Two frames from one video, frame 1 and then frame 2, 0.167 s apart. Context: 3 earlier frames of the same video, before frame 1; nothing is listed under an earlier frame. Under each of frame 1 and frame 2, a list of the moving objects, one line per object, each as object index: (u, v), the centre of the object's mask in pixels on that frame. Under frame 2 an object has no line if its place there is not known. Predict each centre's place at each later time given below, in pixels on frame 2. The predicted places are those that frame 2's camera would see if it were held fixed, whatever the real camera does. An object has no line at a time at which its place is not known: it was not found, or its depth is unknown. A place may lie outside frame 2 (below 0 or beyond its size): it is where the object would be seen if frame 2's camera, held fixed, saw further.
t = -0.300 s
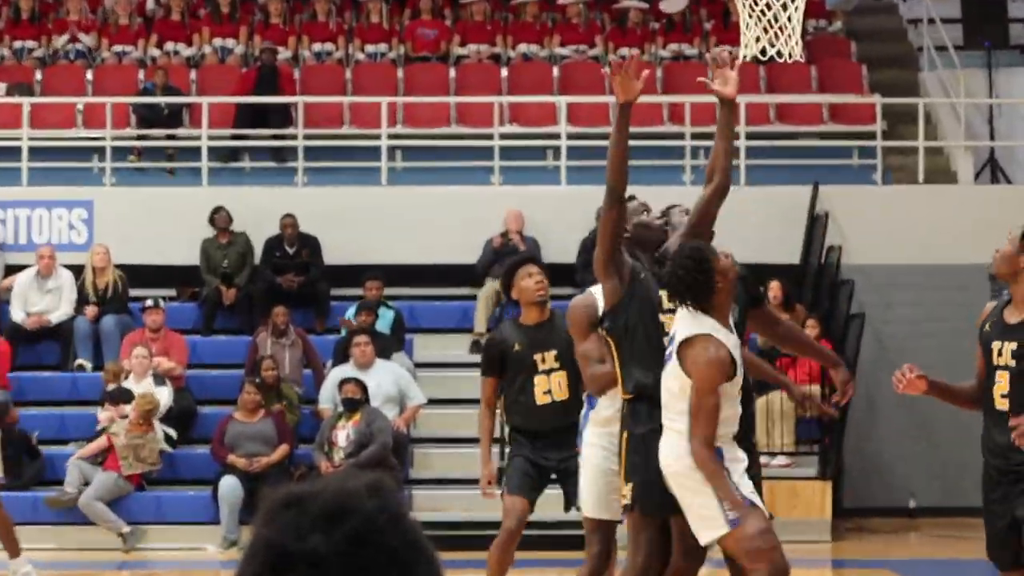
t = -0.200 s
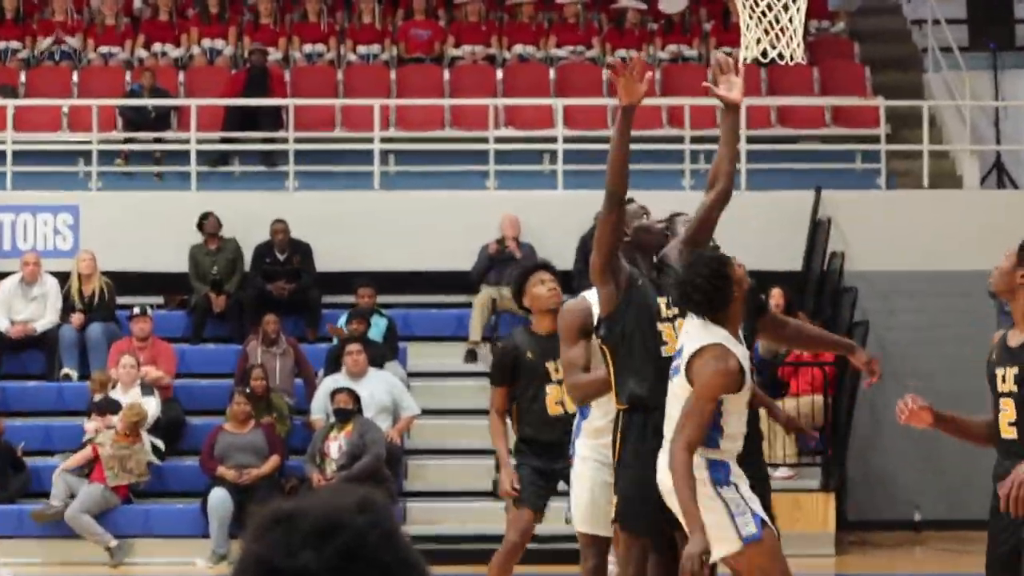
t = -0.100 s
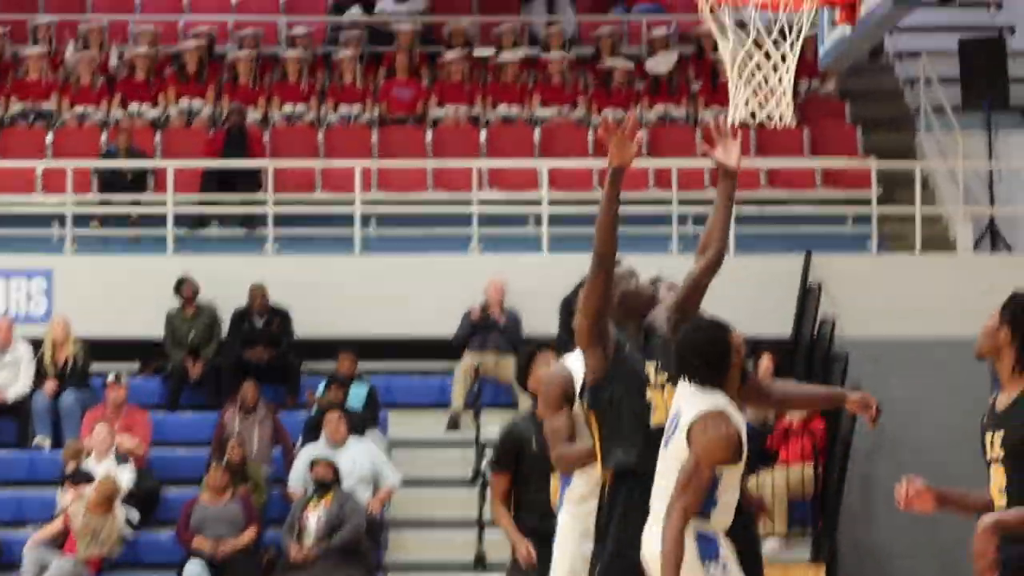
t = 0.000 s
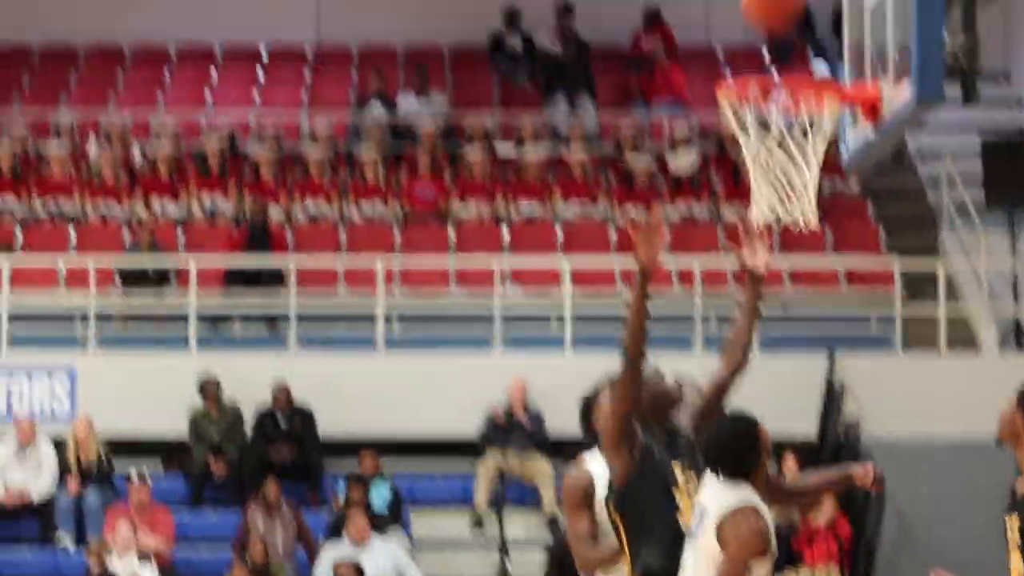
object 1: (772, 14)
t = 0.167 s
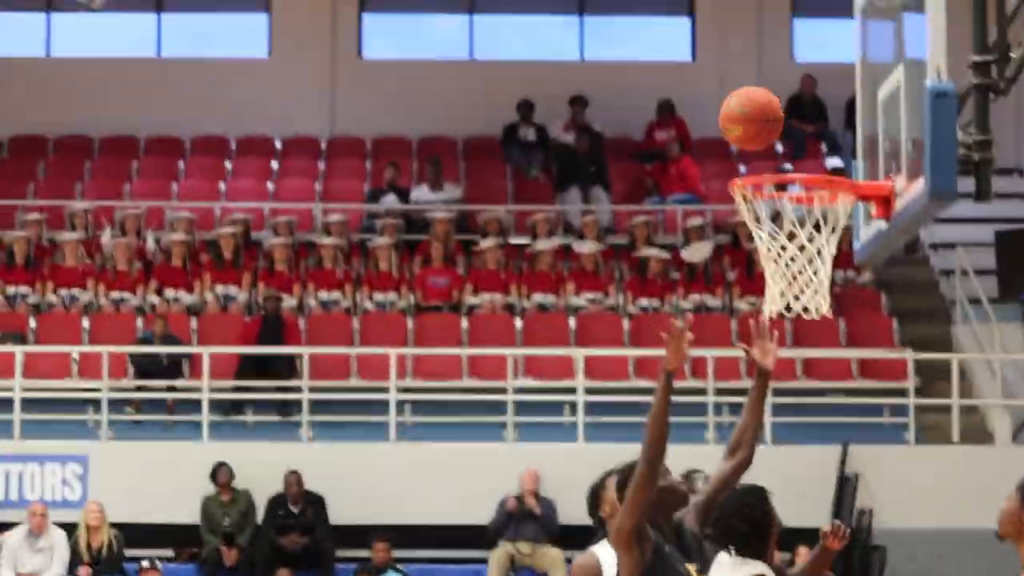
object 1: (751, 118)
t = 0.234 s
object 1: (740, 111)
